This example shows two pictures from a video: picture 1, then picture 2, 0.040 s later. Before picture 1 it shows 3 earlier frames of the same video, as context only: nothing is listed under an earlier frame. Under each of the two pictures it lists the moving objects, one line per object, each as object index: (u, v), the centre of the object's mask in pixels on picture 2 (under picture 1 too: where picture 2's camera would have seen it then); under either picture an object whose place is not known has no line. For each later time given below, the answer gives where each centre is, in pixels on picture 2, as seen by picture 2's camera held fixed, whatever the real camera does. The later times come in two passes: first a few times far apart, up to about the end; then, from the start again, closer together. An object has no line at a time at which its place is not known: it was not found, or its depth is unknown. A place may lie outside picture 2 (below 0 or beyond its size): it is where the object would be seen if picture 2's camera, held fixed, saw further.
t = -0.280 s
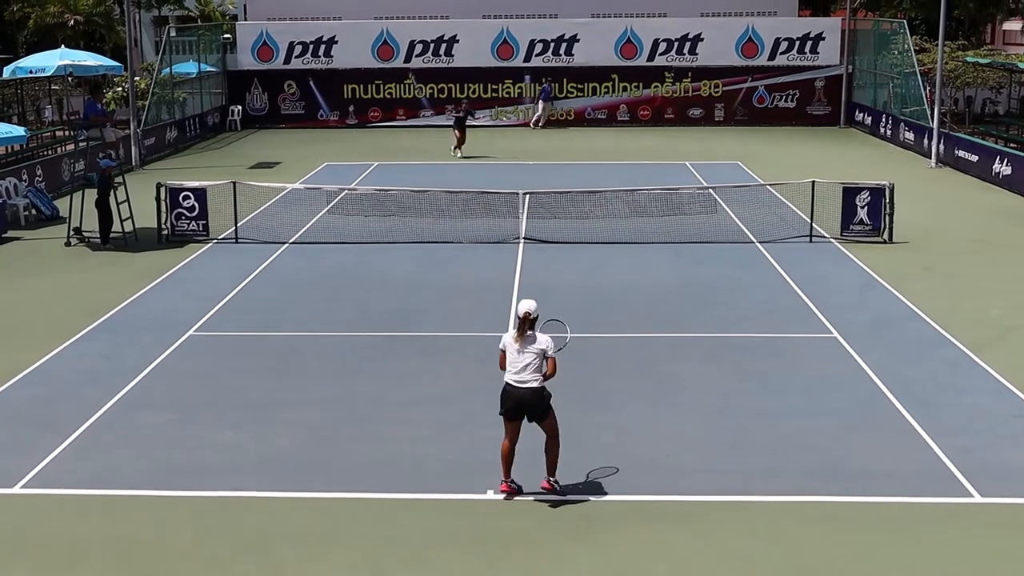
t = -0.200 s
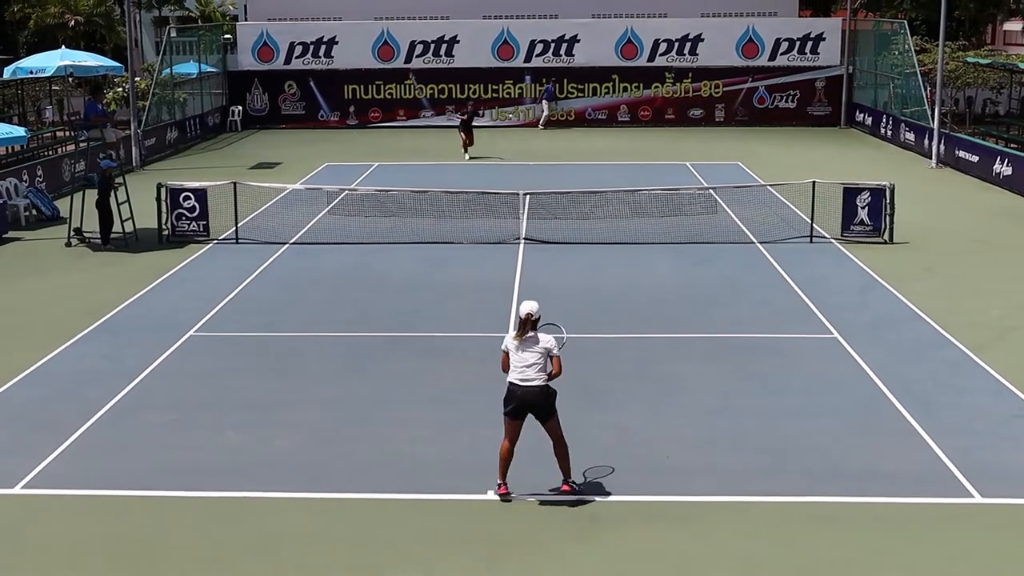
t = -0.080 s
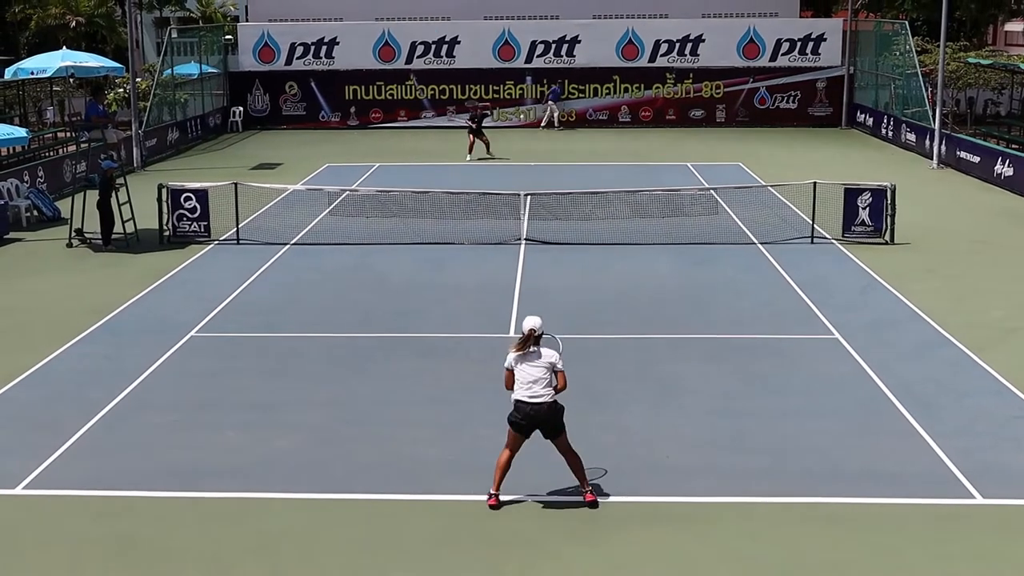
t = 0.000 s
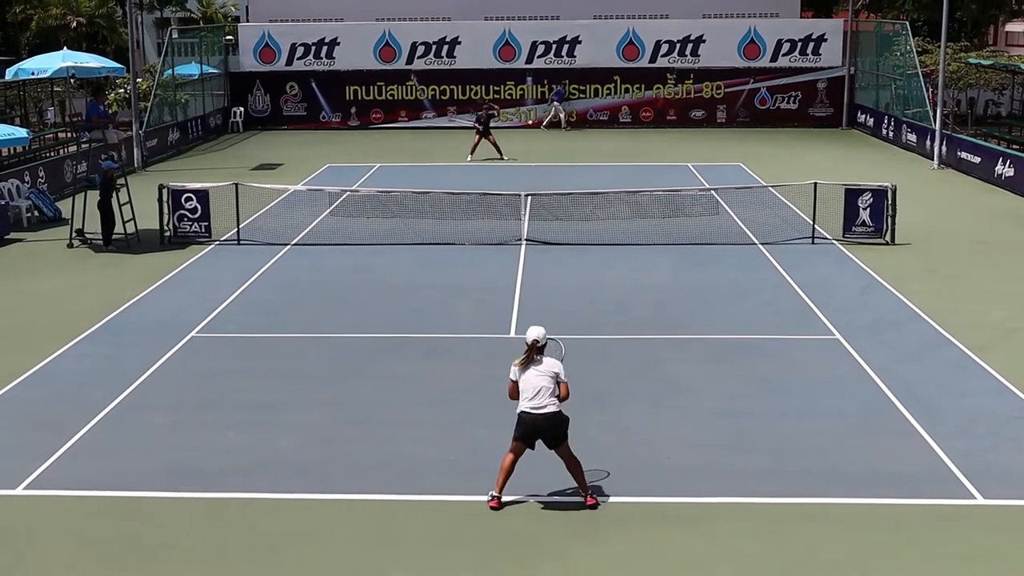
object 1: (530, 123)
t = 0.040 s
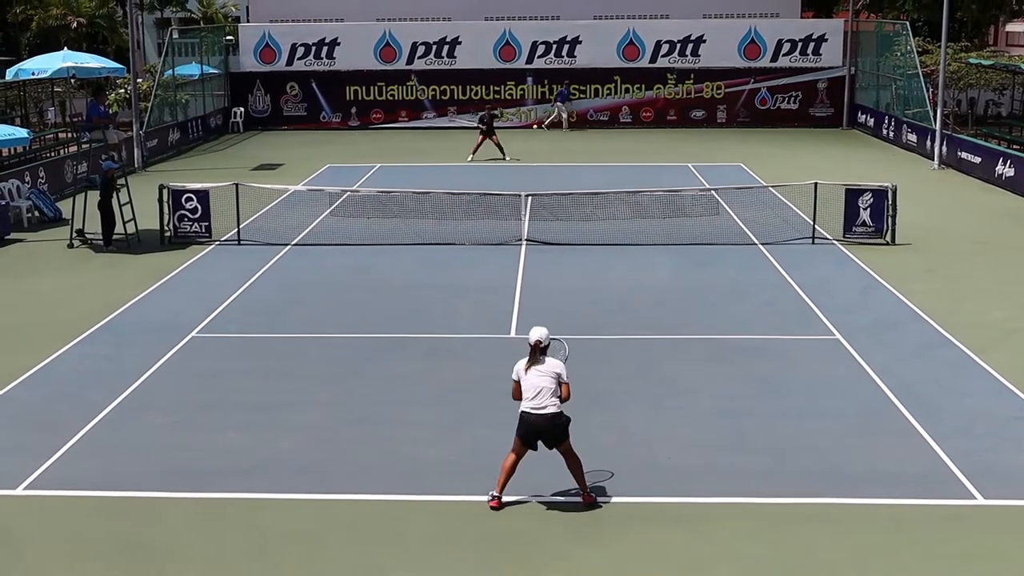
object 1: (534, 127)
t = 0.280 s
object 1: (569, 186)
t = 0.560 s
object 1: (636, 379)
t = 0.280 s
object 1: (569, 186)
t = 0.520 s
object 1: (623, 339)
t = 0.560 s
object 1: (636, 379)
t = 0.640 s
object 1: (657, 415)
